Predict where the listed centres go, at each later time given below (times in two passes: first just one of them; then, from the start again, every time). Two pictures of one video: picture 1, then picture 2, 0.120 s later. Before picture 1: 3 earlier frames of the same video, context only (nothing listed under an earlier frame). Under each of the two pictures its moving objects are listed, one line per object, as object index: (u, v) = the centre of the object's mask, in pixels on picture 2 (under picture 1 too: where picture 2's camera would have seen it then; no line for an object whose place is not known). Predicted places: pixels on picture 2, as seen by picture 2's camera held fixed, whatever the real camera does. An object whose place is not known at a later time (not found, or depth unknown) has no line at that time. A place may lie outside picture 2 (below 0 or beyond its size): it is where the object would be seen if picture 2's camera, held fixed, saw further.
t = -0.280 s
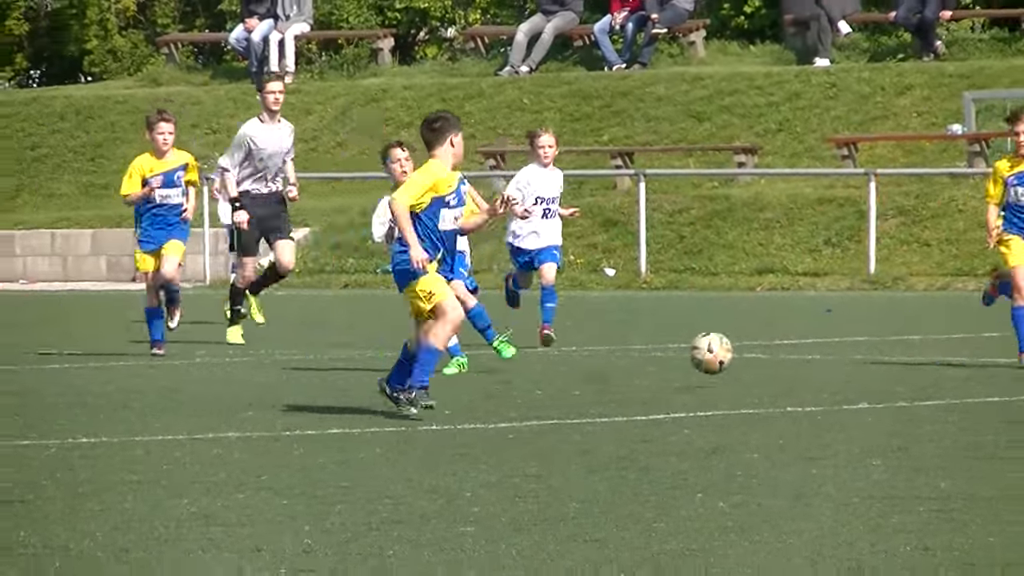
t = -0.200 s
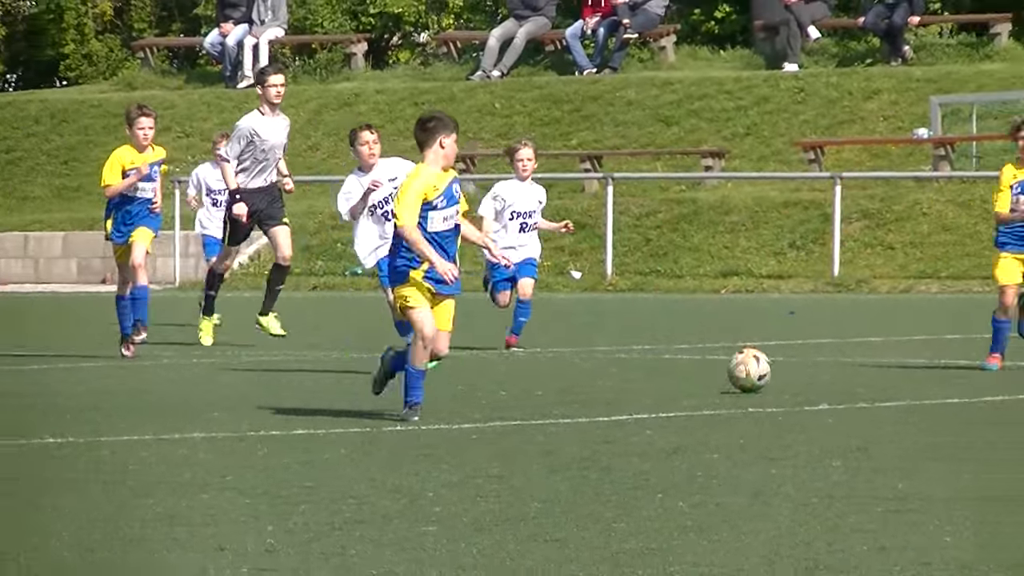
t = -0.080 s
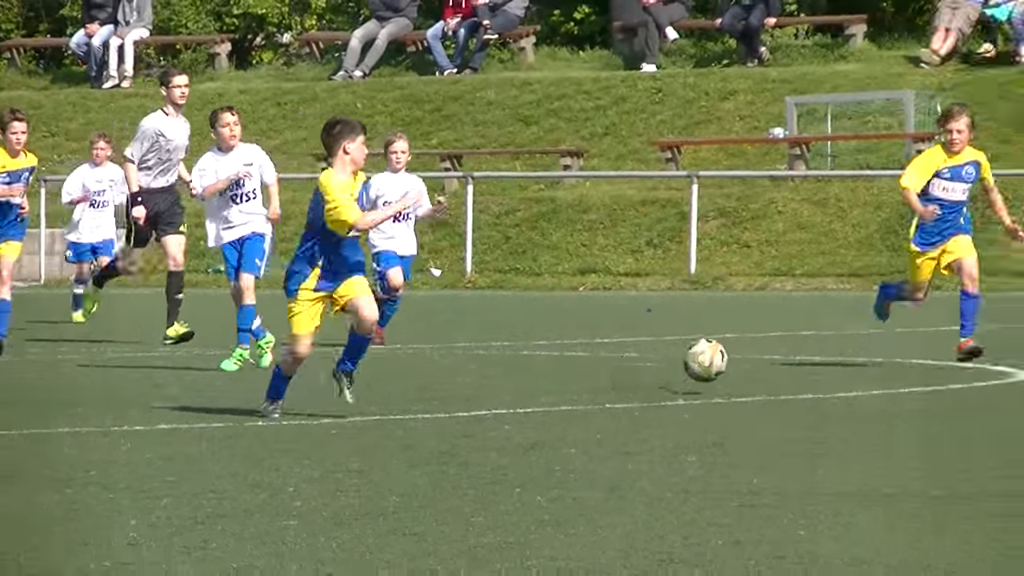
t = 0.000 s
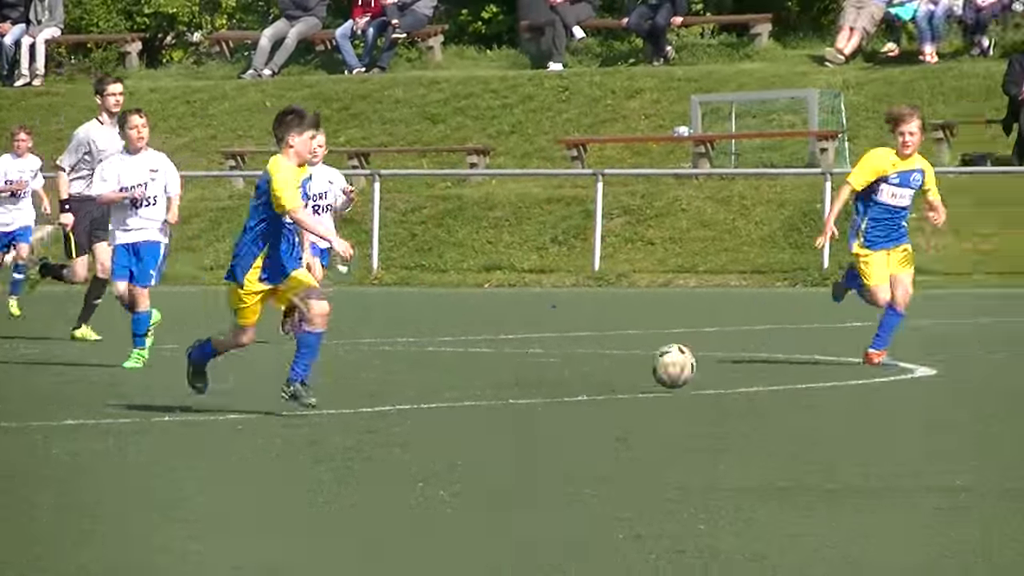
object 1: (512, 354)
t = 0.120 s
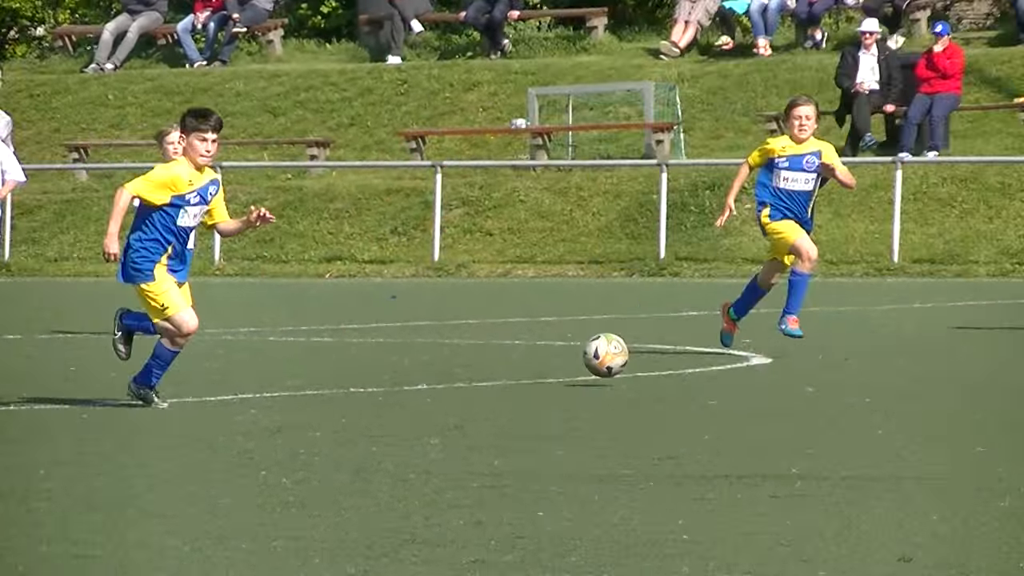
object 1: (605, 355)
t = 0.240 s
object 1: (699, 366)
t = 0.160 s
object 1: (637, 358)
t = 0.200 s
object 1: (668, 366)
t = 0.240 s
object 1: (699, 366)
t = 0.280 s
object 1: (732, 363)
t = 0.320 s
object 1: (765, 364)
